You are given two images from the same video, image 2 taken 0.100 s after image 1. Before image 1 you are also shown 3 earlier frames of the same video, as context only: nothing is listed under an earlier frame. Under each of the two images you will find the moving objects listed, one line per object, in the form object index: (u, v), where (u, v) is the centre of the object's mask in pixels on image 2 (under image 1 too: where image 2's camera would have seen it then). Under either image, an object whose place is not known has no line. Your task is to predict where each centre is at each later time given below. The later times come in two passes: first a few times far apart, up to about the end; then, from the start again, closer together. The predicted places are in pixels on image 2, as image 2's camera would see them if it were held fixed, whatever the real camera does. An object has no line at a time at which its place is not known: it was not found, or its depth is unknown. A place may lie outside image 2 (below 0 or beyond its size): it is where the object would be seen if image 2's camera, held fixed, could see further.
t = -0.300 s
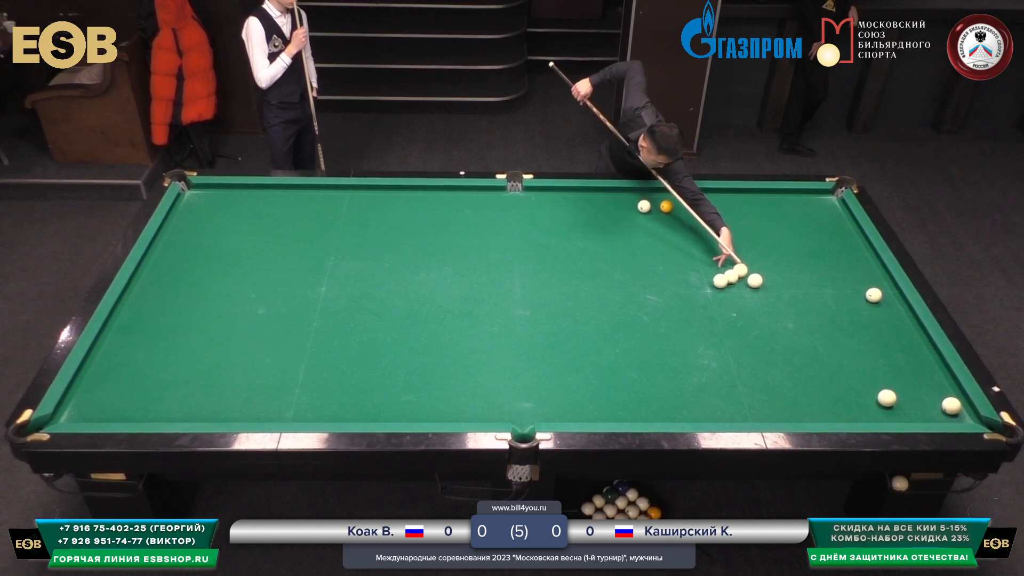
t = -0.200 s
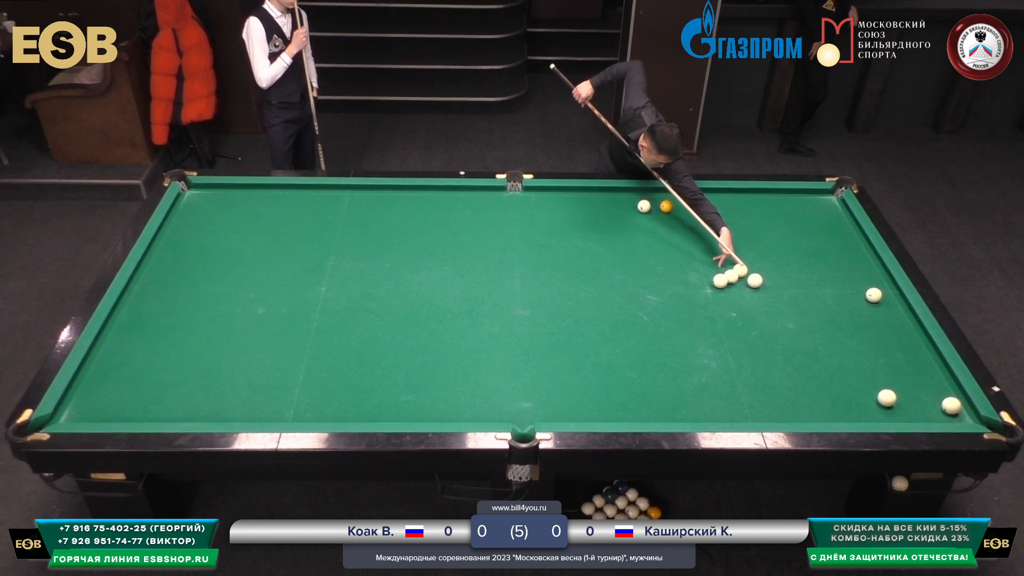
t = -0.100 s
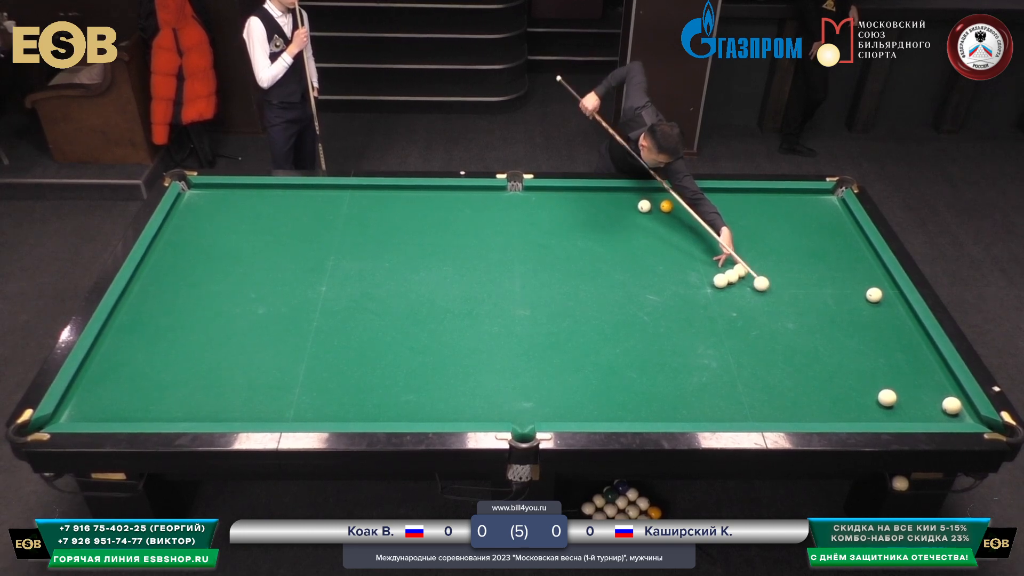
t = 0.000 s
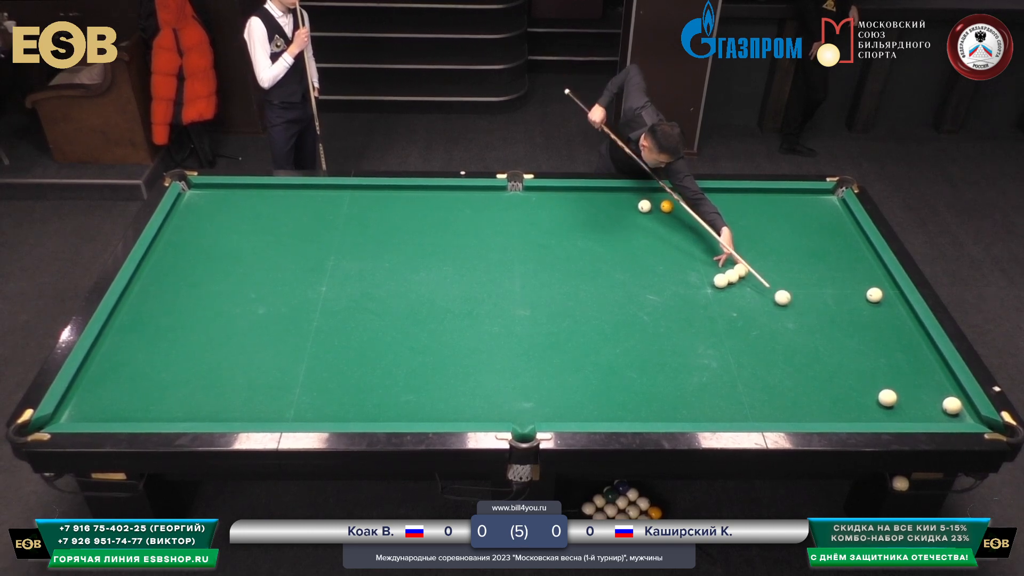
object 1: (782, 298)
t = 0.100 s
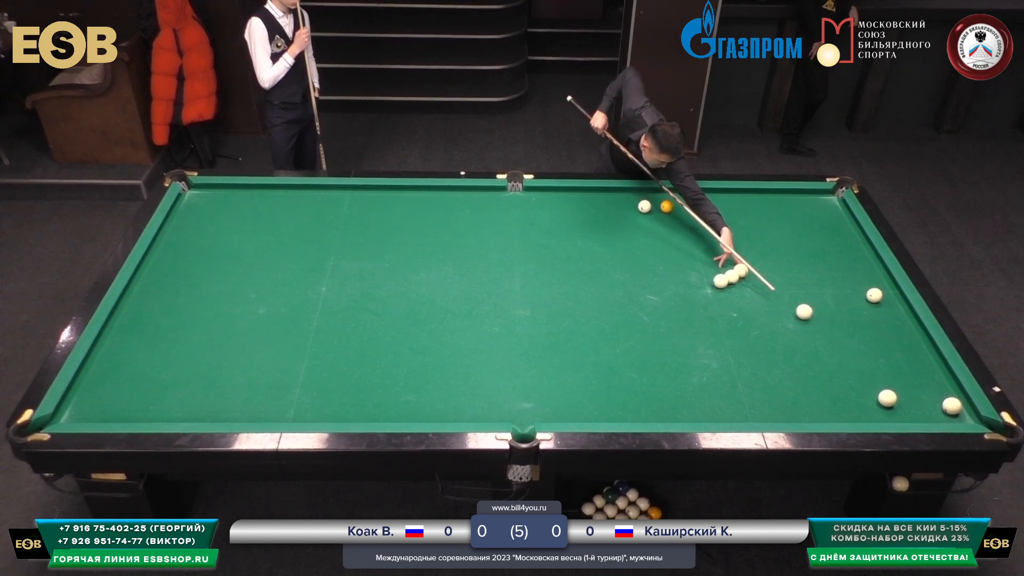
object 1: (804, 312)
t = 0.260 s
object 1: (840, 335)
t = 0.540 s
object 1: (909, 379)
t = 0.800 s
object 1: (942, 401)
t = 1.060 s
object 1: (952, 409)
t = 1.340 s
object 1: (951, 409)
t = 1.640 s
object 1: (951, 409)
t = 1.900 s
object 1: (951, 409)
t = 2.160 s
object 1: (952, 409)
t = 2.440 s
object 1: (951, 409)
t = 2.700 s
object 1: (951, 409)
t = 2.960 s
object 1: (952, 409)
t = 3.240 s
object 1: (951, 409)
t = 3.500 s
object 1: (952, 409)
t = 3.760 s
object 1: (951, 409)
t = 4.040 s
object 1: (952, 409)
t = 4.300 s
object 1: (952, 409)
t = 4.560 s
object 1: (952, 409)
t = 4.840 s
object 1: (952, 409)
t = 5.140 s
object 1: (952, 409)
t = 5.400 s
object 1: (952, 409)
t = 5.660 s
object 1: (952, 409)
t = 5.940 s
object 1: (951, 409)
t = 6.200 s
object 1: (952, 409)
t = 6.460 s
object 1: (951, 409)
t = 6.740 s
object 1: (951, 409)
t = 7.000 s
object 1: (952, 409)
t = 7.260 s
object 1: (951, 409)
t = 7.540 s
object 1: (952, 409)
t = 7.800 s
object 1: (952, 409)
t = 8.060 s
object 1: (951, 409)
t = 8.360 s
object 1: (952, 409)
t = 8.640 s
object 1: (951, 409)
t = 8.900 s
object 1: (952, 409)
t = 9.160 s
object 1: (952, 409)
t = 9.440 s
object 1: (952, 409)
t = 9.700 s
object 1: (952, 409)
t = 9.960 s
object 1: (952, 409)
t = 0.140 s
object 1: (813, 318)
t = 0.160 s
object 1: (817, 321)
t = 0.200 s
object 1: (826, 326)
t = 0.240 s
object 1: (835, 332)
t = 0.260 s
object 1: (840, 335)
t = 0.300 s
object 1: (849, 341)
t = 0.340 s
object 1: (859, 347)
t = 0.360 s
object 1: (864, 350)
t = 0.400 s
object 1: (874, 357)
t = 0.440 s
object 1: (884, 363)
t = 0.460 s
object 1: (889, 366)
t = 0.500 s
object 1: (899, 372)
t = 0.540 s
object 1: (909, 379)
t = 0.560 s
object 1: (914, 383)
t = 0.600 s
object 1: (925, 389)
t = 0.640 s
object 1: (935, 396)
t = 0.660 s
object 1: (936, 397)
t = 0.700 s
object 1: (937, 397)
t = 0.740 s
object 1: (938, 399)
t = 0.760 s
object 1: (939, 400)
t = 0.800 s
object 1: (942, 401)
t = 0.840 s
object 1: (944, 403)
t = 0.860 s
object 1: (945, 404)
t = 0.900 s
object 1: (947, 405)
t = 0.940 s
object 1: (949, 406)
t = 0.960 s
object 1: (950, 407)
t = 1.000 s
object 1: (952, 409)
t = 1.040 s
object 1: (952, 409)
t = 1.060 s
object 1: (952, 409)
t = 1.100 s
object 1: (952, 409)
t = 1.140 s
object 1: (952, 409)
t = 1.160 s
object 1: (951, 409)
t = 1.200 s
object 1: (951, 409)
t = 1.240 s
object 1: (951, 409)
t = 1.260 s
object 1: (951, 409)
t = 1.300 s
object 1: (951, 409)
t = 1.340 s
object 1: (951, 409)
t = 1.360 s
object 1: (951, 409)
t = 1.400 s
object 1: (951, 409)
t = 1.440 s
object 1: (952, 409)
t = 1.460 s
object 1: (952, 409)
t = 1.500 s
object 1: (952, 409)
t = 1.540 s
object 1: (952, 409)
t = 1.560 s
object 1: (952, 409)
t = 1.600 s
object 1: (951, 409)
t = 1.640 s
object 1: (951, 409)
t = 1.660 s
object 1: (951, 409)
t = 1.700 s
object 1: (951, 409)
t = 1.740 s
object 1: (951, 409)
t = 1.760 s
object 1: (951, 409)
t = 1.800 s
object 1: (951, 409)
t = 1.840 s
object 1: (951, 409)
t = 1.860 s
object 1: (951, 409)
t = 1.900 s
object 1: (951, 409)
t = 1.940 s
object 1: (951, 409)
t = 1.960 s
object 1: (951, 409)
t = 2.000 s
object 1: (952, 409)
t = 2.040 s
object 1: (952, 409)
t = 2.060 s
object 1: (952, 409)
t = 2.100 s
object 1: (952, 409)
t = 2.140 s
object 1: (952, 409)
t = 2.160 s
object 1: (952, 409)
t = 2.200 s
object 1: (952, 409)
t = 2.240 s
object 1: (952, 409)
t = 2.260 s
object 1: (952, 409)
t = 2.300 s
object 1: (952, 409)
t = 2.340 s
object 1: (951, 409)
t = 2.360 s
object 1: (951, 409)
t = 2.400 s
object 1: (951, 409)
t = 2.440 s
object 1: (951, 409)
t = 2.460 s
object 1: (951, 409)
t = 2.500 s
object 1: (951, 409)
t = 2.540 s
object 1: (951, 409)
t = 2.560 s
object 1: (951, 409)
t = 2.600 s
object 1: (951, 409)
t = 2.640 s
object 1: (951, 409)
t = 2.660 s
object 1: (951, 409)
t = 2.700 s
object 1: (951, 409)
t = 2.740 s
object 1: (952, 409)
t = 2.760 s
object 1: (952, 409)
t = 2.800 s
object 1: (952, 409)
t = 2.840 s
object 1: (952, 409)
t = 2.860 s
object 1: (952, 409)
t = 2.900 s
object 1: (952, 409)
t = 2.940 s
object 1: (952, 409)
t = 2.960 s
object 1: (952, 409)
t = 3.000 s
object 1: (951, 409)
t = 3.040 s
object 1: (951, 409)
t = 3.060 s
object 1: (951, 409)
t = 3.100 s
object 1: (951, 409)
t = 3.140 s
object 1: (951, 409)
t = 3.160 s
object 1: (951, 409)
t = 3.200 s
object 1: (951, 409)
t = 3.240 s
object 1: (951, 409)
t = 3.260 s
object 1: (951, 409)
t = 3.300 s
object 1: (952, 409)
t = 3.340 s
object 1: (952, 409)
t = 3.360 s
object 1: (952, 409)
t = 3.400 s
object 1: (952, 409)
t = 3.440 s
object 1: (952, 409)
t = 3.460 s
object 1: (952, 409)
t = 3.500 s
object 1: (952, 409)
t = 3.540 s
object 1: (952, 409)
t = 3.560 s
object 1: (952, 409)
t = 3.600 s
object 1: (952, 409)
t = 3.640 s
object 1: (952, 409)
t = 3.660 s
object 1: (951, 409)
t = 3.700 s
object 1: (951, 409)
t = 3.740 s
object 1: (951, 409)
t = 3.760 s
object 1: (951, 409)
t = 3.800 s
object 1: (952, 409)
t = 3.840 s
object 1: (951, 409)
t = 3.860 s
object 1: (951, 409)
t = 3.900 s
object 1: (951, 409)
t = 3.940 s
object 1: (951, 409)
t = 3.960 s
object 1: (951, 409)
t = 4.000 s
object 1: (951, 409)
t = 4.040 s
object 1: (952, 409)
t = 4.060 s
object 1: (952, 409)
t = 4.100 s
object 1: (952, 409)
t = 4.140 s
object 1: (952, 409)
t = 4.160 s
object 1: (952, 409)
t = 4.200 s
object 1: (952, 409)
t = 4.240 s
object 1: (952, 409)
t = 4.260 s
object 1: (952, 409)
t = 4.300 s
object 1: (952, 409)
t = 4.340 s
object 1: (952, 409)
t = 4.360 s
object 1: (952, 409)
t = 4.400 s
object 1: (952, 409)
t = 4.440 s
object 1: (952, 409)
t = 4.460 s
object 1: (952, 409)
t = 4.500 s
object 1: (952, 409)
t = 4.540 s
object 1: (951, 409)
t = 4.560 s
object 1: (952, 409)
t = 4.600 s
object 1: (951, 409)
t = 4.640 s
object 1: (951, 409)
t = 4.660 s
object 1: (951, 409)
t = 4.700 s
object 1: (951, 409)
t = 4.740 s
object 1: (951, 409)
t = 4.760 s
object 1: (951, 409)
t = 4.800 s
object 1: (951, 409)
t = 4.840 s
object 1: (952, 409)
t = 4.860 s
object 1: (952, 409)
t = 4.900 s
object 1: (952, 409)
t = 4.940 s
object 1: (952, 409)
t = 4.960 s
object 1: (952, 409)
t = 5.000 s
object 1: (952, 409)
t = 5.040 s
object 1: (952, 409)
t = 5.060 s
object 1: (952, 409)
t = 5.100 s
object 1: (952, 409)
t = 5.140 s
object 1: (952, 409)
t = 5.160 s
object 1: (952, 409)
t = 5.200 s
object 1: (952, 409)
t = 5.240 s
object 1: (951, 409)
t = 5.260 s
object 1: (951, 409)
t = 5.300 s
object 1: (951, 409)
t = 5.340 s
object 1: (951, 409)
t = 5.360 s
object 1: (951, 409)
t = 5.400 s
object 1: (952, 409)
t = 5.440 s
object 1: (951, 409)
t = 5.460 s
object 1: (951, 409)
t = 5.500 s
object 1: (951, 409)
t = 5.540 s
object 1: (952, 409)
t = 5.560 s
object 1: (952, 409)
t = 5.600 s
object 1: (952, 409)
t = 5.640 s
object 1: (952, 409)
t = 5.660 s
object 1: (952, 409)
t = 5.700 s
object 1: (952, 409)
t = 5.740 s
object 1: (952, 409)
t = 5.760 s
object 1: (952, 409)
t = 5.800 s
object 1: (952, 409)
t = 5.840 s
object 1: (951, 409)
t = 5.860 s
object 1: (951, 409)
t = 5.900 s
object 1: (951, 409)
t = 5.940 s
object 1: (951, 409)
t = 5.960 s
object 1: (951, 409)
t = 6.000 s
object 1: (951, 409)
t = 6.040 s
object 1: (951, 409)
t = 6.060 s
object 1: (951, 409)
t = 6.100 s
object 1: (952, 409)
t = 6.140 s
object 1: (952, 409)
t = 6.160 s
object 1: (952, 409)
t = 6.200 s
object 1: (952, 409)
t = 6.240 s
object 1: (952, 409)
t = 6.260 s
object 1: (952, 409)
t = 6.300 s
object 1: (952, 409)
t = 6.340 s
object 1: (952, 409)
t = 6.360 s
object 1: (952, 409)
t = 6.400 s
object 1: (952, 409)
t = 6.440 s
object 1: (951, 409)
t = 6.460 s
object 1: (951, 409)
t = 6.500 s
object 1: (951, 409)
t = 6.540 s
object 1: (951, 409)
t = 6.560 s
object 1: (951, 409)
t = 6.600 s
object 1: (951, 409)
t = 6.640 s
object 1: (951, 409)
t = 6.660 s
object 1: (951, 409)
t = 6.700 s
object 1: (951, 409)
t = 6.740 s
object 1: (951, 409)
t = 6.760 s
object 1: (951, 409)
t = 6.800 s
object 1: (951, 409)
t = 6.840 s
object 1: (952, 409)
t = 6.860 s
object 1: (952, 409)
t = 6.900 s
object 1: (952, 409)
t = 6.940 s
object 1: (952, 409)
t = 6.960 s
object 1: (952, 409)
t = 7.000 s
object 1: (952, 409)
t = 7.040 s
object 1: (952, 409)
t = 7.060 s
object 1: (952, 409)
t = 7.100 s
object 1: (952, 409)
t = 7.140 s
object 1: (952, 409)
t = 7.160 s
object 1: (952, 409)
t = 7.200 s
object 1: (952, 409)
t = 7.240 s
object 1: (951, 409)
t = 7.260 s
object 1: (951, 409)
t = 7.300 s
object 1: (951, 409)
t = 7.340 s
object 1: (951, 409)
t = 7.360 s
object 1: (951, 409)
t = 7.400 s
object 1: (951, 409)
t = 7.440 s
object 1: (951, 409)
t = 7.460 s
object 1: (951, 409)
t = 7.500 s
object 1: (951, 409)
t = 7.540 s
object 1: (952, 409)
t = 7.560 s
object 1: (952, 409)
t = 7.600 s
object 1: (952, 409)
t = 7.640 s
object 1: (952, 409)
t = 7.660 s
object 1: (952, 409)
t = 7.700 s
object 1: (952, 409)
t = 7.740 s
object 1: (952, 409)
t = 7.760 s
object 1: (952, 409)
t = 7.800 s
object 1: (952, 409)
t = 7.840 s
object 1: (952, 409)
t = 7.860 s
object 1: (951, 409)
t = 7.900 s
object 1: (951, 409)
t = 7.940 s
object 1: (951, 409)
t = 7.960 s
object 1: (951, 409)
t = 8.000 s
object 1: (951, 409)
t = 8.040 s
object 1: (951, 409)
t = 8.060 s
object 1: (951, 409)
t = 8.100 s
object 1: (952, 409)
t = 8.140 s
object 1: (952, 409)
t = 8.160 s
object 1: (952, 409)
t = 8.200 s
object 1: (952, 409)
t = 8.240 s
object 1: (952, 409)
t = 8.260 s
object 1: (952, 409)
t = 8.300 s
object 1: (952, 409)
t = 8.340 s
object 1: (952, 409)
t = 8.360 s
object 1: (952, 409)
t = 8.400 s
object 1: (952, 409)
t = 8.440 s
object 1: (952, 409)
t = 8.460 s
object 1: (952, 409)
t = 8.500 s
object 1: (952, 409)
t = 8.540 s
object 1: (952, 409)
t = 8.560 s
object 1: (952, 409)
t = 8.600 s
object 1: (952, 409)
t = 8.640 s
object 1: (951, 409)
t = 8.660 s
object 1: (951, 409)
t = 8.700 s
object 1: (951, 409)
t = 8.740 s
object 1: (952, 409)
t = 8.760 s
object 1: (952, 409)
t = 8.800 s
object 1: (952, 409)
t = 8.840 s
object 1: (952, 409)
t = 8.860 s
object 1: (952, 409)
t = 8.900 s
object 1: (952, 409)
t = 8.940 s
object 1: (952, 409)
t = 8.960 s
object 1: (952, 409)
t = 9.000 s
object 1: (952, 409)
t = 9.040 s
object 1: (952, 409)
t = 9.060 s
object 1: (952, 409)
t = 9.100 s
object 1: (952, 409)
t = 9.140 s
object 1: (952, 409)
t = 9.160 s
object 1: (952, 409)
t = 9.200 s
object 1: (952, 409)
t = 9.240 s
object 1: (952, 409)
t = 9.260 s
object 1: (952, 409)
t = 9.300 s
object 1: (952, 409)
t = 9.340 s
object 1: (952, 409)
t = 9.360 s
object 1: (952, 409)
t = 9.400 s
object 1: (952, 409)
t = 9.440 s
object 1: (952, 409)
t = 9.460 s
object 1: (952, 409)
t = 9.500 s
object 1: (952, 409)
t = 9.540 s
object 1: (952, 409)
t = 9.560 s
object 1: (952, 409)
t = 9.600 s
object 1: (952, 409)
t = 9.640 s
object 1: (952, 409)
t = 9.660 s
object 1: (952, 409)
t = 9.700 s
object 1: (952, 409)
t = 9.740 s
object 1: (952, 409)
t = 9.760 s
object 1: (952, 409)
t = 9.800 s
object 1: (952, 409)
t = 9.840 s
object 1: (952, 409)
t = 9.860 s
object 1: (952, 409)
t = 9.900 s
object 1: (952, 409)
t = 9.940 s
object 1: (952, 409)
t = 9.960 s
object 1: (952, 409)
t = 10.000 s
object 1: (952, 409)
